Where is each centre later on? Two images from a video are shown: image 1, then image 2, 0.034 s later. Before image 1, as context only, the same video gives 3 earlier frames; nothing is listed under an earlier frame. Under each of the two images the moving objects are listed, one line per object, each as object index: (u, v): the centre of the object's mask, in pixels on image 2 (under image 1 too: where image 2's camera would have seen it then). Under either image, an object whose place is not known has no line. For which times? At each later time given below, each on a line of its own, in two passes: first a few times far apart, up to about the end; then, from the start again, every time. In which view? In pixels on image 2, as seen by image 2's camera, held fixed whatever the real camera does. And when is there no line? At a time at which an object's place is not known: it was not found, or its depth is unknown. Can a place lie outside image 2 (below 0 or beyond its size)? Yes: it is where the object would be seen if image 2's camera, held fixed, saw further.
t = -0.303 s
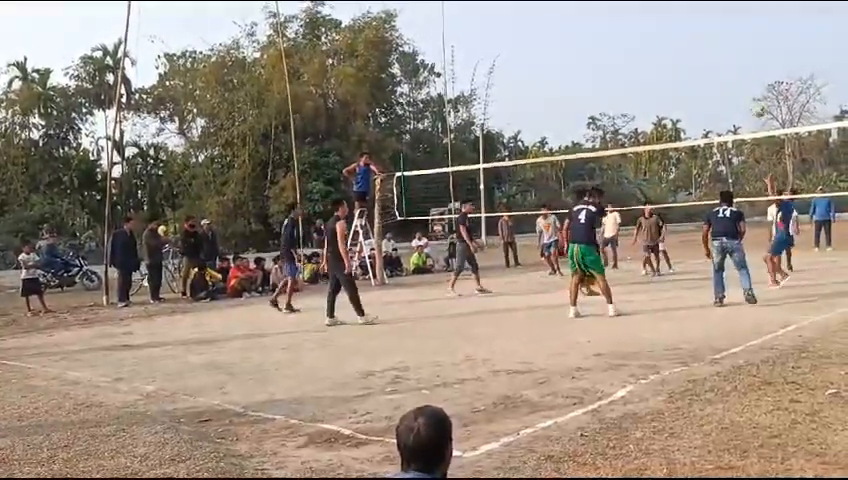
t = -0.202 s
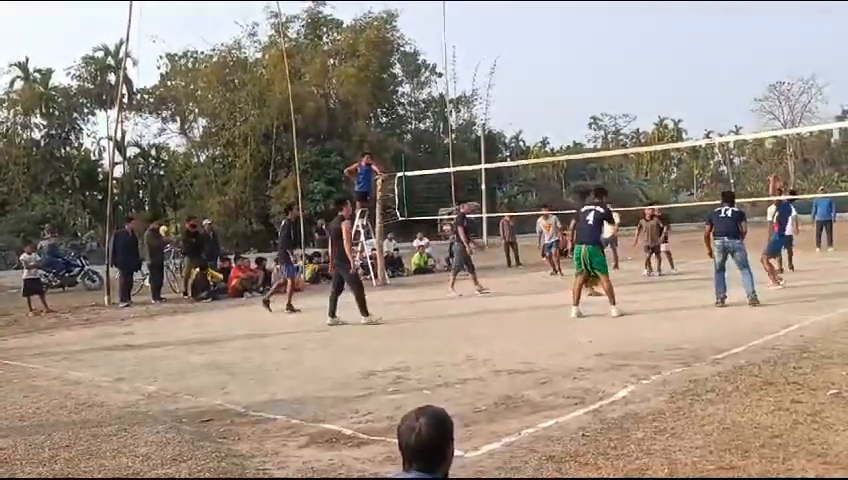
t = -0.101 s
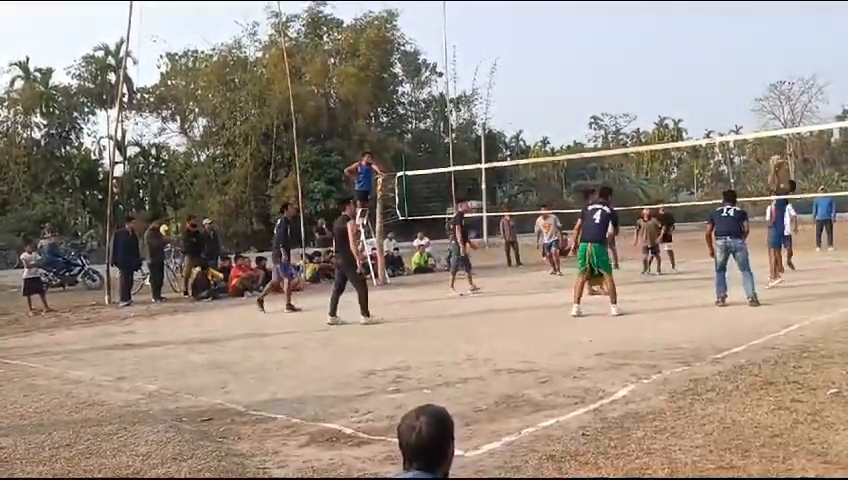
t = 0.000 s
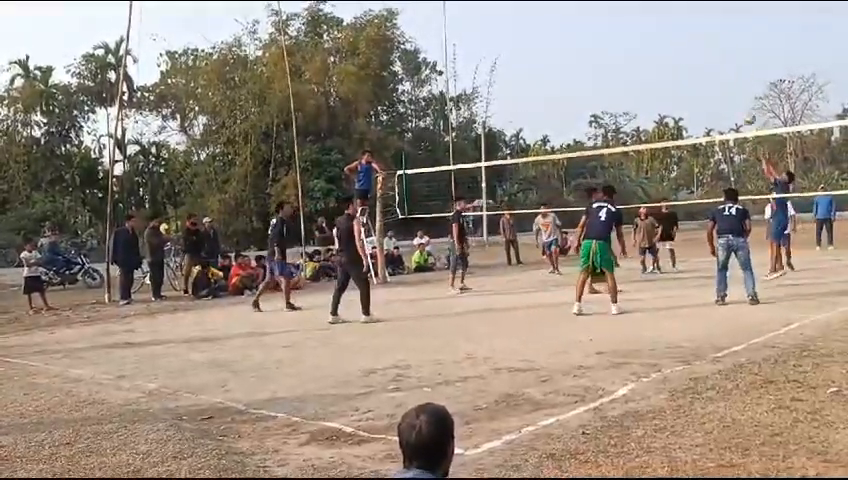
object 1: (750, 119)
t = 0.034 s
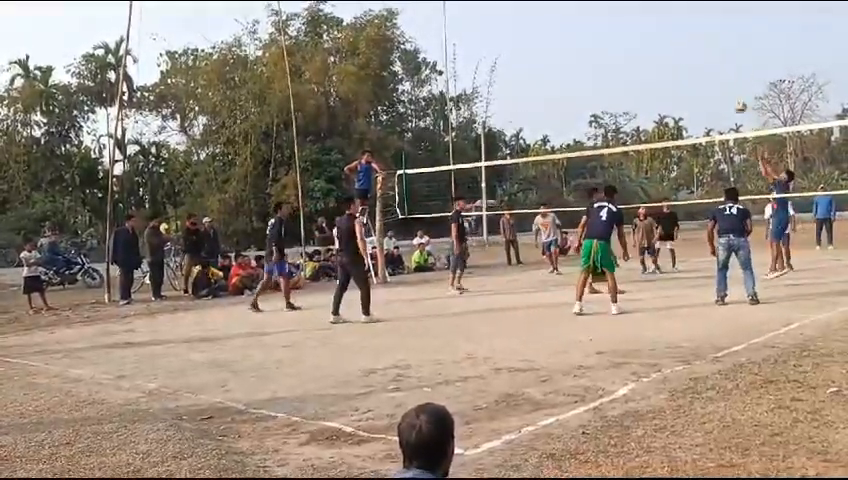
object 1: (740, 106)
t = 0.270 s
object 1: (683, 46)
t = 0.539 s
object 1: (627, 19)
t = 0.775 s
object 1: (582, 31)
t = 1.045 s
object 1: (542, 77)
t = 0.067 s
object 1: (732, 96)
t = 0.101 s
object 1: (723, 86)
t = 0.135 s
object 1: (714, 76)
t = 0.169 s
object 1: (706, 67)
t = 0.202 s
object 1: (698, 59)
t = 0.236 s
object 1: (691, 52)
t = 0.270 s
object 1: (683, 46)
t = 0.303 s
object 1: (675, 40)
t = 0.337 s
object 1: (668, 35)
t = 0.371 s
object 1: (661, 31)
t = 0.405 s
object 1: (654, 27)
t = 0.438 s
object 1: (647, 24)
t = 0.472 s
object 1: (640, 22)
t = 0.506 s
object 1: (633, 20)
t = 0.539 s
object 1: (627, 19)
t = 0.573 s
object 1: (621, 19)
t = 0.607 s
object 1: (614, 20)
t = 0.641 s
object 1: (608, 21)
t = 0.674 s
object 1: (602, 22)
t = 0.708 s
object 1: (596, 24)
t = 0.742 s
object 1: (590, 26)
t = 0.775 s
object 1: (582, 31)
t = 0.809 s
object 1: (576, 35)
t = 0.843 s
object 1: (571, 40)
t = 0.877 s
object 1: (566, 45)
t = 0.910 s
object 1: (561, 50)
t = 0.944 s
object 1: (555, 56)
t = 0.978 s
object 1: (551, 63)
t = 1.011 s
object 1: (546, 69)
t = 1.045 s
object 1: (542, 77)
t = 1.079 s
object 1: (537, 84)
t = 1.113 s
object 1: (533, 92)
